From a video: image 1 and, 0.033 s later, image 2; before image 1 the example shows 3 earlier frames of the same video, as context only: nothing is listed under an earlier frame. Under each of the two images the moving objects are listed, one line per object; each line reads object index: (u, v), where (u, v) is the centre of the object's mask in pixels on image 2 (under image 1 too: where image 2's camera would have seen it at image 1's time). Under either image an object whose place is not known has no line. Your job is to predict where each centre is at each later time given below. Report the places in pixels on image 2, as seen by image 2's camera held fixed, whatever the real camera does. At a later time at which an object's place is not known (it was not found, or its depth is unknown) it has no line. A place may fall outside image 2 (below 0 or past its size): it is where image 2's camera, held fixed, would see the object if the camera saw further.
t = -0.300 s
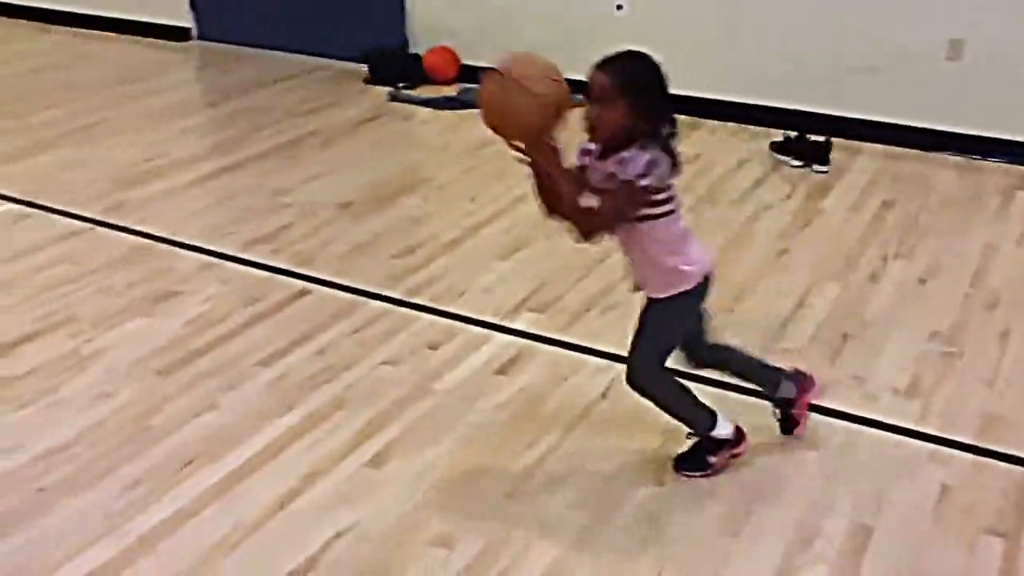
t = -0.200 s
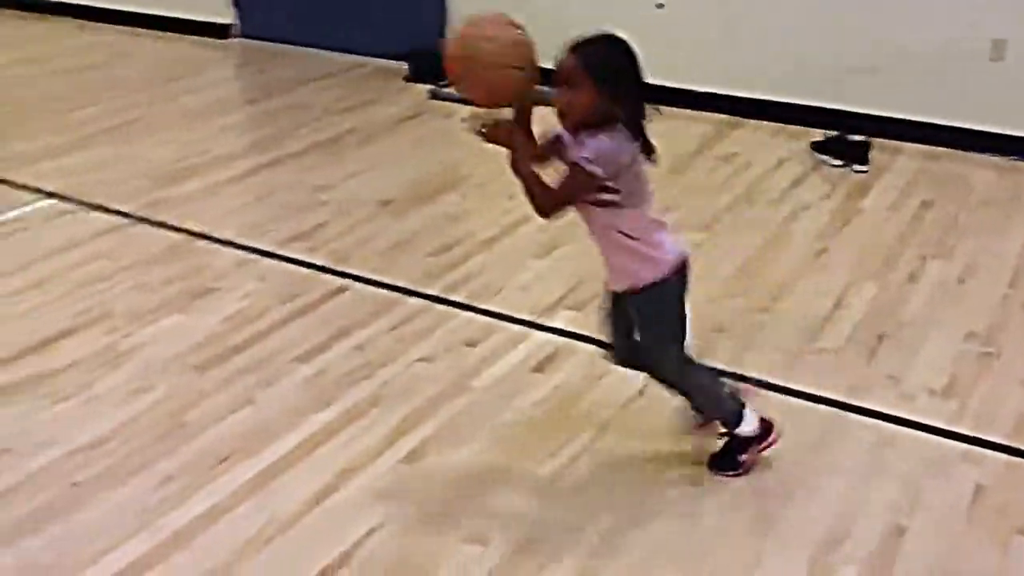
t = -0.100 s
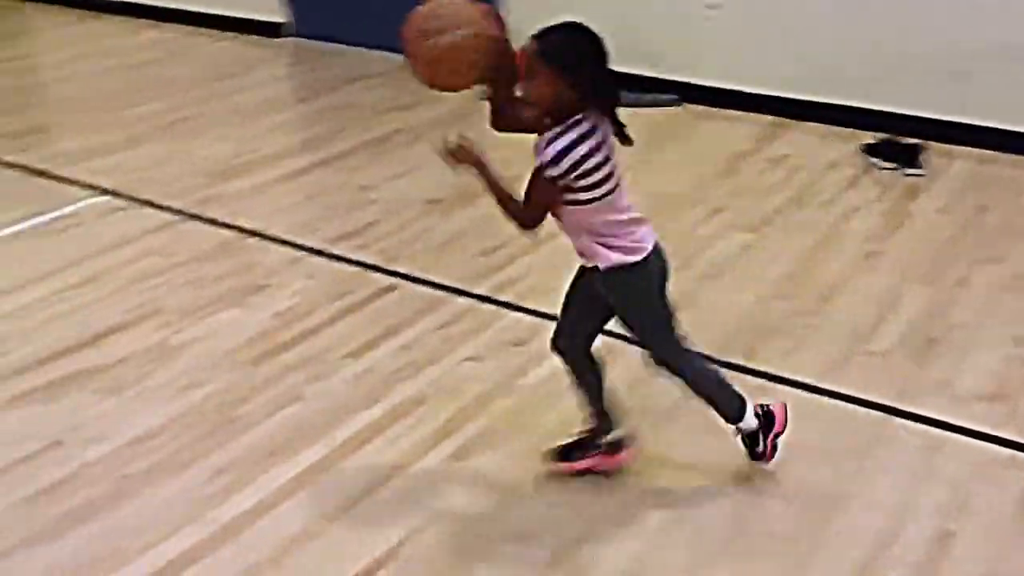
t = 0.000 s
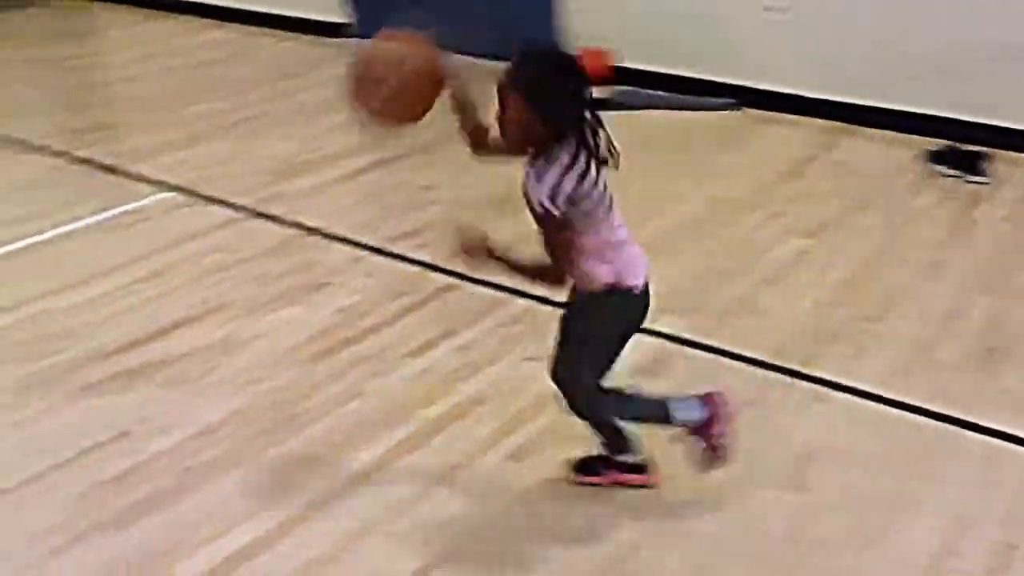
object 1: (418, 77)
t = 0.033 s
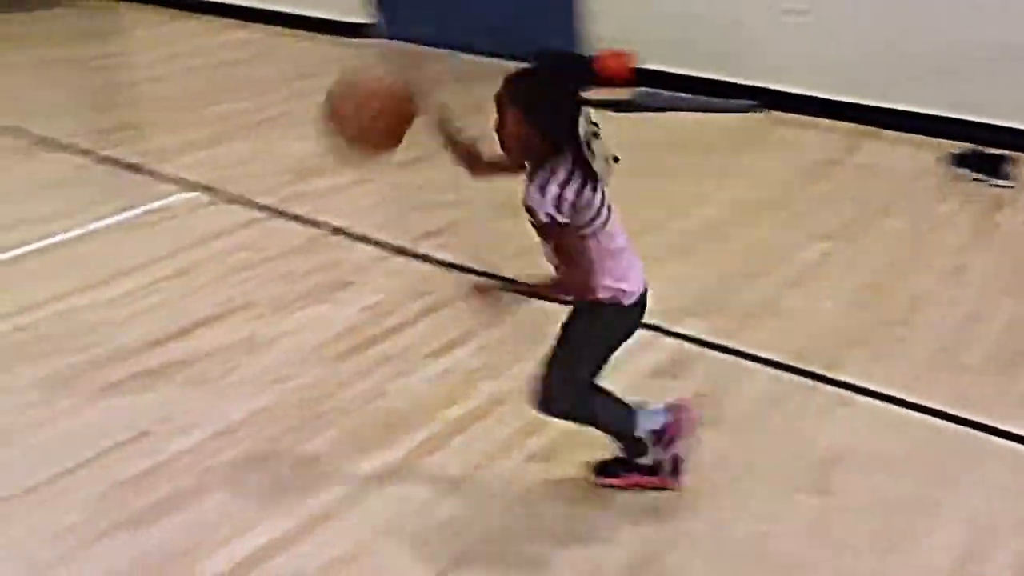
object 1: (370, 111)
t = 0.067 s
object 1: (318, 146)
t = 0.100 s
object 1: (266, 197)
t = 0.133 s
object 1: (218, 252)
